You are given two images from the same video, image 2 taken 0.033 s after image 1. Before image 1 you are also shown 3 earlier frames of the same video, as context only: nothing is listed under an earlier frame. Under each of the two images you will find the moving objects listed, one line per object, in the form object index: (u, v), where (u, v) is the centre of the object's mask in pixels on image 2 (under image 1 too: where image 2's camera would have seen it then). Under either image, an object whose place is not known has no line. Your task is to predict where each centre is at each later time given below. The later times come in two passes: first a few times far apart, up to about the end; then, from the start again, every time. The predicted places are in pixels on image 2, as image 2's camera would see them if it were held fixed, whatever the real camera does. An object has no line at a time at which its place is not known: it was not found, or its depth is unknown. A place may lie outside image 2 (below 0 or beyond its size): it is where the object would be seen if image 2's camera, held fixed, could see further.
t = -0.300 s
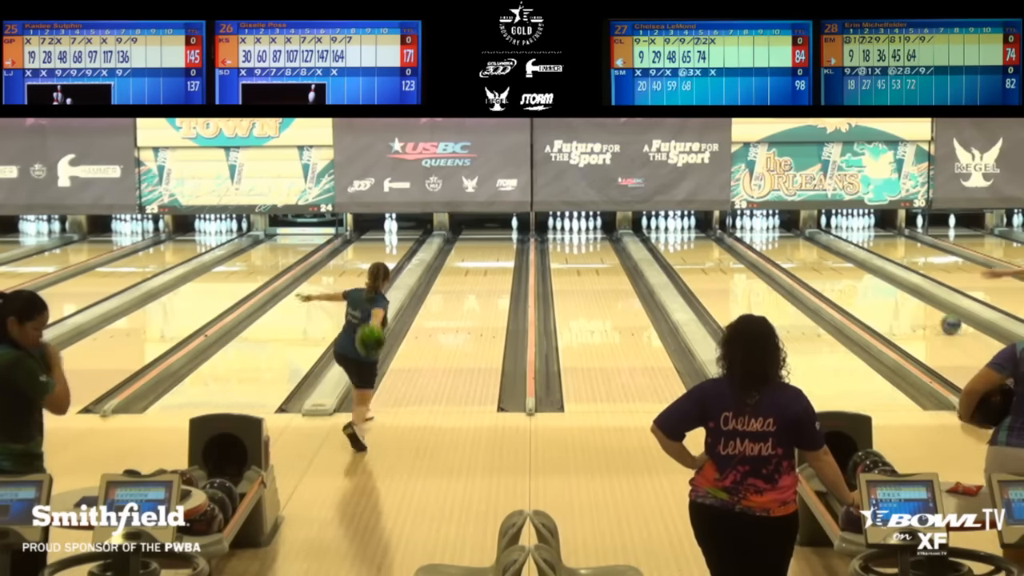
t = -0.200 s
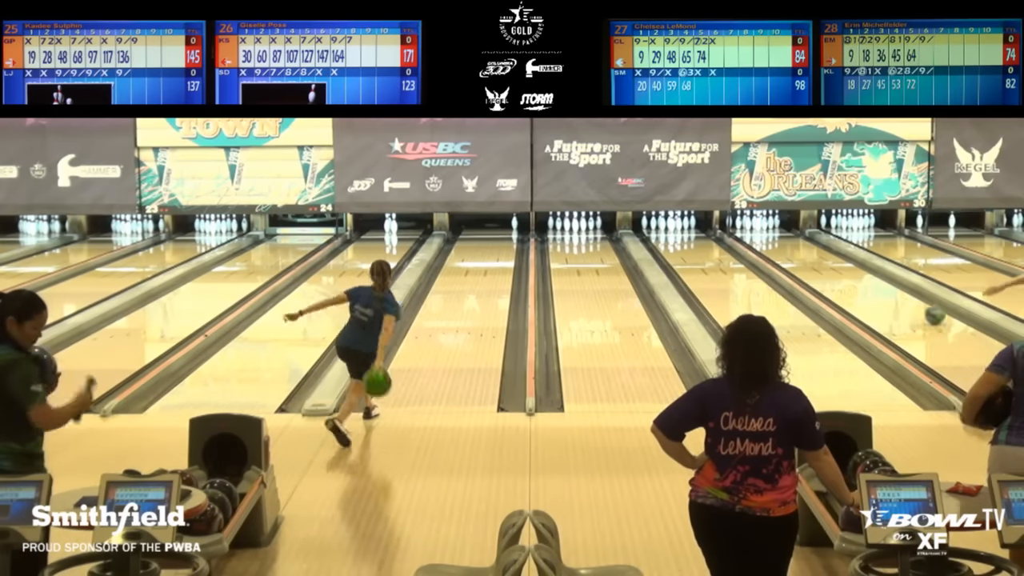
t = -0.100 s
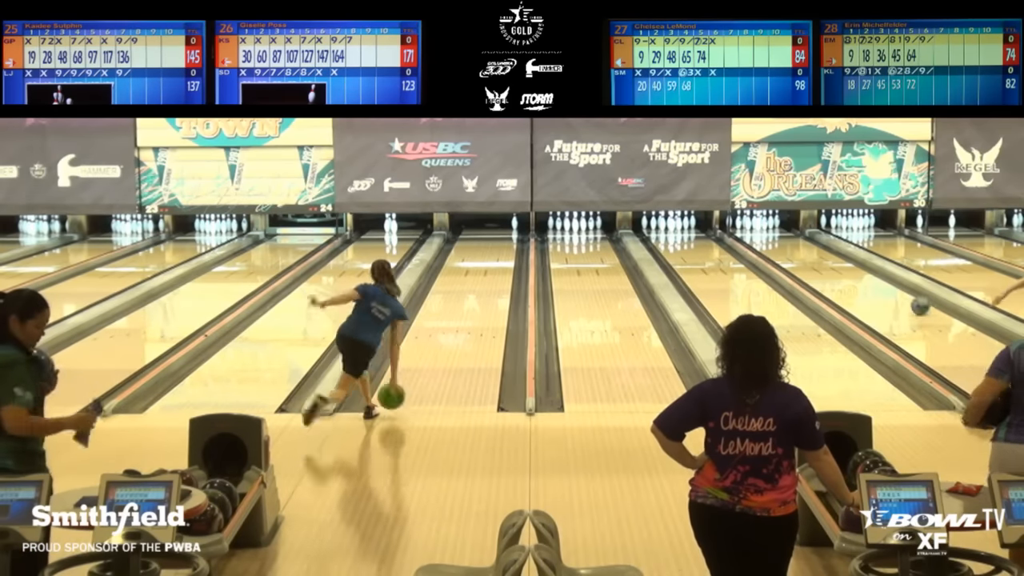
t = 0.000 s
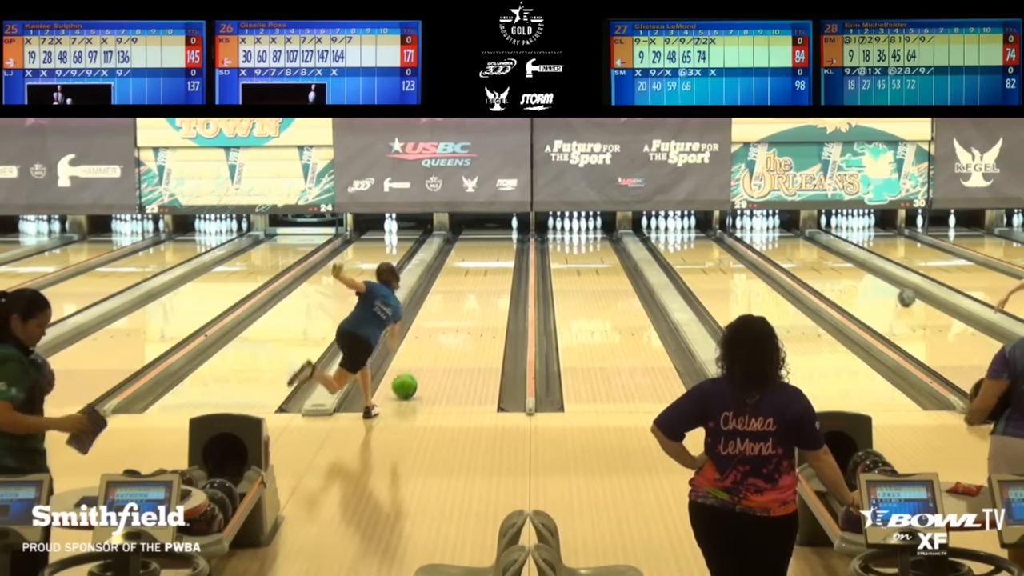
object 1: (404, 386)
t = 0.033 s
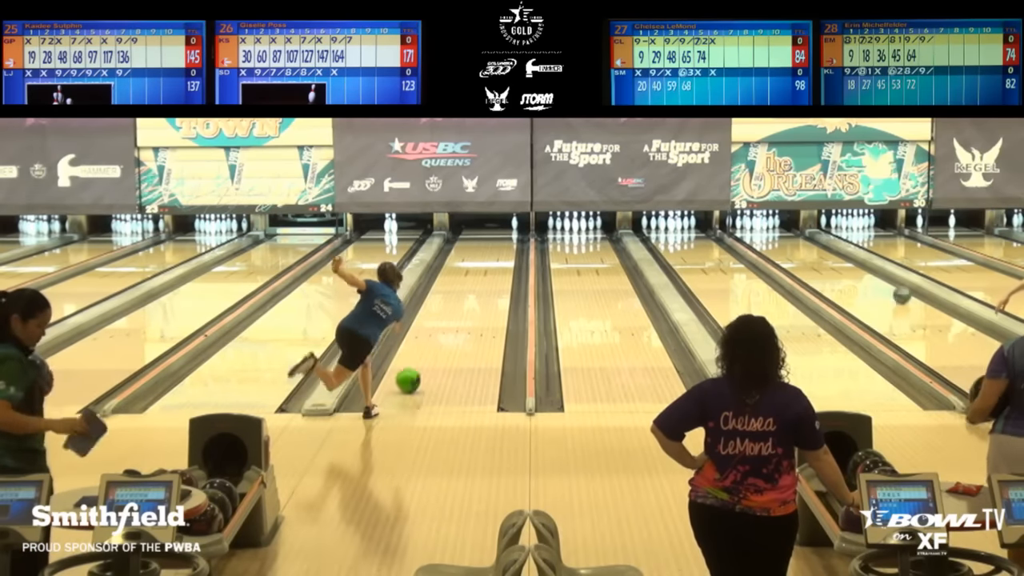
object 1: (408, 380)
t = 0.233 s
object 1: (428, 351)
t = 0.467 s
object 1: (446, 324)
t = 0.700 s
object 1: (460, 302)
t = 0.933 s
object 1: (472, 284)
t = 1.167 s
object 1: (482, 270)
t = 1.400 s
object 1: (490, 257)
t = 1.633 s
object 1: (496, 246)
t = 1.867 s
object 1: (501, 237)
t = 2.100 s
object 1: (505, 229)
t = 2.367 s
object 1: (503, 224)
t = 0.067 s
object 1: (412, 375)
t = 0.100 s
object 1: (415, 370)
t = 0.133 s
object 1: (418, 365)
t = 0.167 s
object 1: (422, 360)
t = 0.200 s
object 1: (425, 356)
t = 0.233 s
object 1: (428, 351)
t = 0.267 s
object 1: (430, 346)
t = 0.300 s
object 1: (433, 342)
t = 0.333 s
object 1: (436, 338)
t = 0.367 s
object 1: (439, 335)
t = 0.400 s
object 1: (441, 331)
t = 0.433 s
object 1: (443, 327)
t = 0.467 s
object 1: (446, 324)
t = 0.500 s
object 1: (448, 320)
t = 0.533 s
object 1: (450, 317)
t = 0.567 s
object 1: (452, 314)
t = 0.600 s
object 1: (454, 311)
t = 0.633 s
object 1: (457, 307)
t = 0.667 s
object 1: (458, 305)
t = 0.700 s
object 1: (460, 302)
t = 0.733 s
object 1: (462, 299)
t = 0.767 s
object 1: (464, 296)
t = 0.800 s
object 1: (465, 294)
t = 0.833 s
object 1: (467, 291)
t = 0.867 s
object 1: (469, 289)
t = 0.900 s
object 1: (471, 286)
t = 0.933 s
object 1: (472, 284)
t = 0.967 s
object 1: (473, 282)
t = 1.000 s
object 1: (475, 280)
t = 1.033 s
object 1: (477, 277)
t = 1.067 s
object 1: (478, 275)
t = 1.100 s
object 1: (479, 273)
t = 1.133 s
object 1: (481, 271)
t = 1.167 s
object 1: (482, 270)
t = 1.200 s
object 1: (483, 267)
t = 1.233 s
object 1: (484, 265)
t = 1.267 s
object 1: (485, 264)
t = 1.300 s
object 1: (487, 262)
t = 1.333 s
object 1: (487, 261)
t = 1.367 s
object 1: (489, 259)
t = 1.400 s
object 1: (490, 257)
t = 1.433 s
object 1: (491, 256)
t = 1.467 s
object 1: (492, 254)
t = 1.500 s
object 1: (493, 252)
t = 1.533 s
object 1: (493, 251)
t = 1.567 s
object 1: (494, 250)
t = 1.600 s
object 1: (495, 248)
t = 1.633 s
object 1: (496, 246)
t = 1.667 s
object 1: (497, 245)
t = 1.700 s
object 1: (498, 244)
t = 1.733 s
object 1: (499, 243)
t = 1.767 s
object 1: (499, 241)
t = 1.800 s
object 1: (500, 239)
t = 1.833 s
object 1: (500, 239)
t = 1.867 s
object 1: (501, 237)
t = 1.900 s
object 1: (502, 236)
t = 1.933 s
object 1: (503, 235)
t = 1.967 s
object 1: (504, 233)
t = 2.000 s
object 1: (504, 232)
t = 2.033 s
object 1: (504, 231)
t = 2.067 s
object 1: (505, 230)
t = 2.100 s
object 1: (505, 229)
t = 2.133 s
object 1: (505, 228)
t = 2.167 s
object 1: (506, 226)
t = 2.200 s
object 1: (506, 225)
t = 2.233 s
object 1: (507, 225)
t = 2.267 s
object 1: (507, 224)
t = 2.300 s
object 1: (505, 223)
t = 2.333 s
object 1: (504, 223)
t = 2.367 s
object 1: (503, 224)
